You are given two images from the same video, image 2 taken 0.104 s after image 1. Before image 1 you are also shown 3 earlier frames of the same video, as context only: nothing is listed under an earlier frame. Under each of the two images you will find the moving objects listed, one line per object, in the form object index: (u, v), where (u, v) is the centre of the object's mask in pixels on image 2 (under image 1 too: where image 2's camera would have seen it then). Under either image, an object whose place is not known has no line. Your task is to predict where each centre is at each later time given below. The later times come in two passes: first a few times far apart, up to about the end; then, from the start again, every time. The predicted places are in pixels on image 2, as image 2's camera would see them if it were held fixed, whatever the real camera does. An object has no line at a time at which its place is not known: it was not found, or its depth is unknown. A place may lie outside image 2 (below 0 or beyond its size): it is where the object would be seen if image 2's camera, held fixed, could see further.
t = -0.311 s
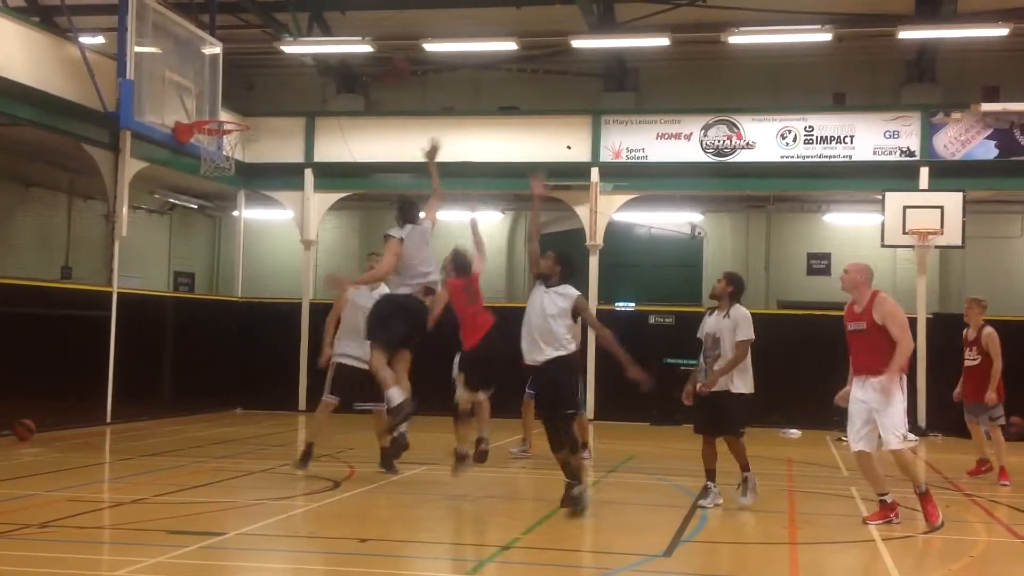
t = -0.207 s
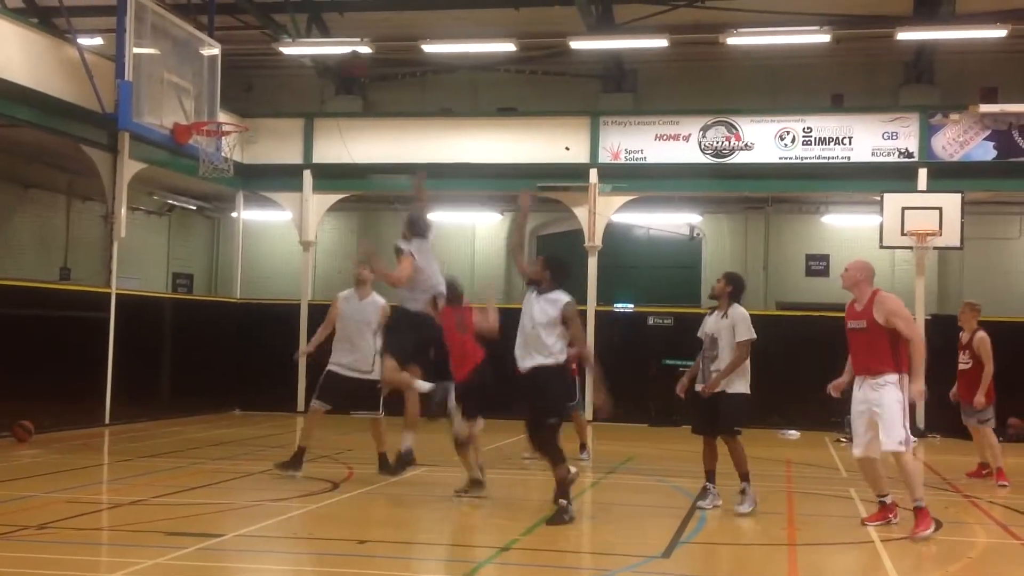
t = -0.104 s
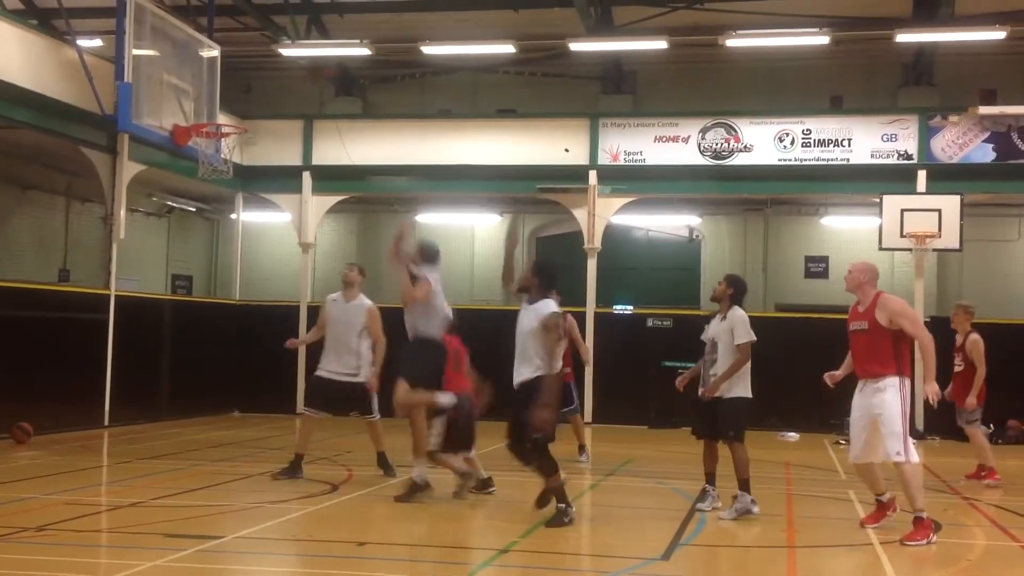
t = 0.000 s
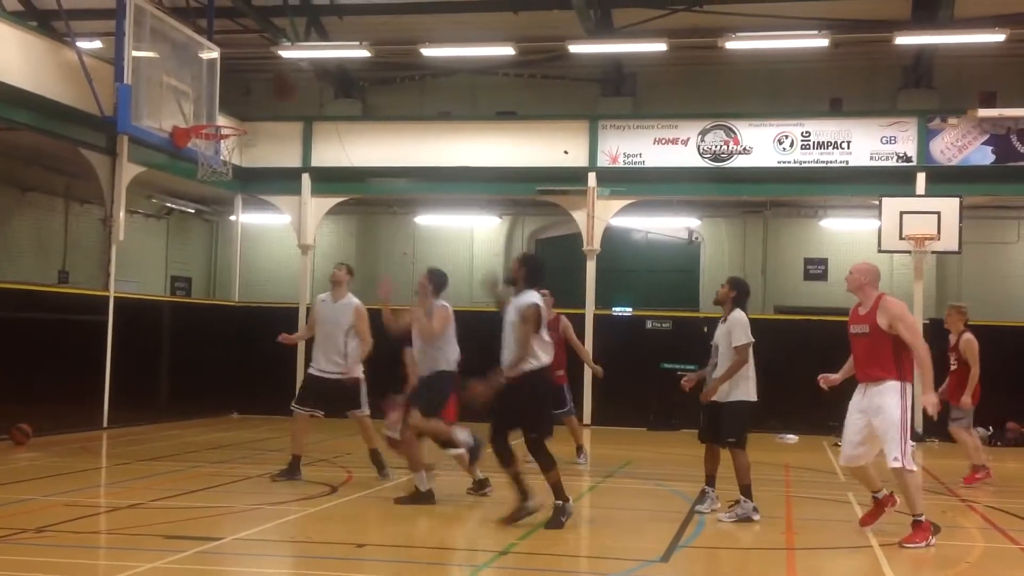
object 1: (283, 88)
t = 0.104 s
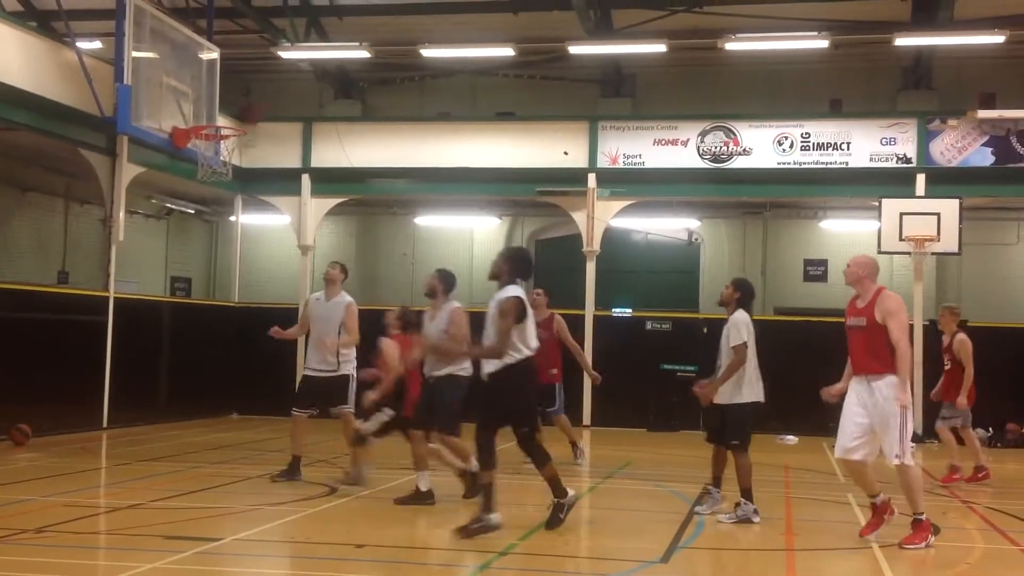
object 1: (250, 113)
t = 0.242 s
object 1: (219, 119)
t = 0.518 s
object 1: (209, 111)
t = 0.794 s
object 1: (207, 127)
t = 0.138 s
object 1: (240, 119)
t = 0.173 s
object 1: (234, 118)
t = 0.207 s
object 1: (226, 119)
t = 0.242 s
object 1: (219, 119)
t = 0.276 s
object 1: (213, 122)
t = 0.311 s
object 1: (207, 118)
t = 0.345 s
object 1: (203, 118)
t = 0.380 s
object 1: (202, 117)
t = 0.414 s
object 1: (203, 115)
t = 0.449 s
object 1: (204, 114)
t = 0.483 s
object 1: (208, 111)
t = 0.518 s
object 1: (209, 111)
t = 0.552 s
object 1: (210, 110)
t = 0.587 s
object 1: (210, 111)
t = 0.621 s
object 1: (210, 111)
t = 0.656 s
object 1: (210, 111)
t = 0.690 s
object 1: (209, 113)
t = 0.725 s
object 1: (208, 116)
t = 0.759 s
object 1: (207, 120)
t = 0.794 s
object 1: (207, 127)
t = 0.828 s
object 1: (206, 134)
